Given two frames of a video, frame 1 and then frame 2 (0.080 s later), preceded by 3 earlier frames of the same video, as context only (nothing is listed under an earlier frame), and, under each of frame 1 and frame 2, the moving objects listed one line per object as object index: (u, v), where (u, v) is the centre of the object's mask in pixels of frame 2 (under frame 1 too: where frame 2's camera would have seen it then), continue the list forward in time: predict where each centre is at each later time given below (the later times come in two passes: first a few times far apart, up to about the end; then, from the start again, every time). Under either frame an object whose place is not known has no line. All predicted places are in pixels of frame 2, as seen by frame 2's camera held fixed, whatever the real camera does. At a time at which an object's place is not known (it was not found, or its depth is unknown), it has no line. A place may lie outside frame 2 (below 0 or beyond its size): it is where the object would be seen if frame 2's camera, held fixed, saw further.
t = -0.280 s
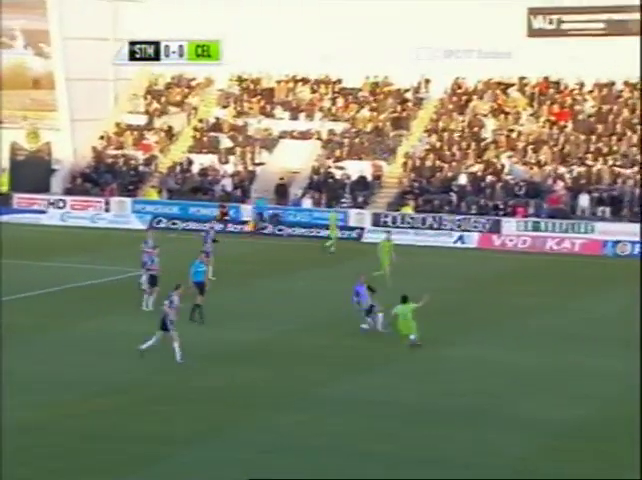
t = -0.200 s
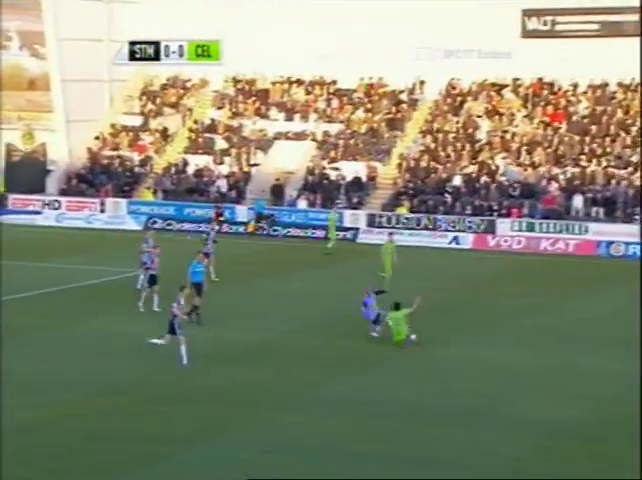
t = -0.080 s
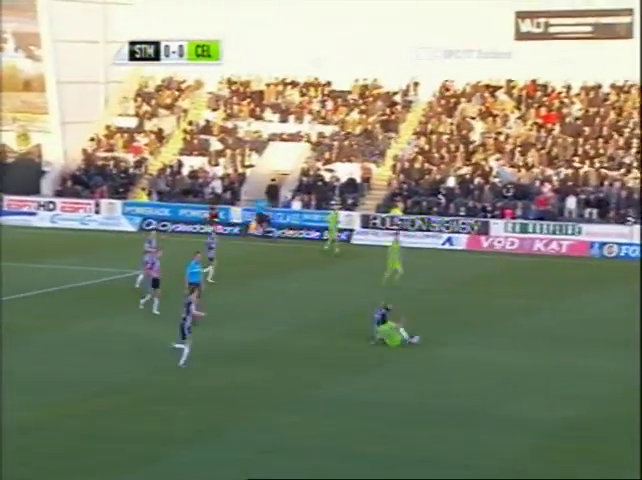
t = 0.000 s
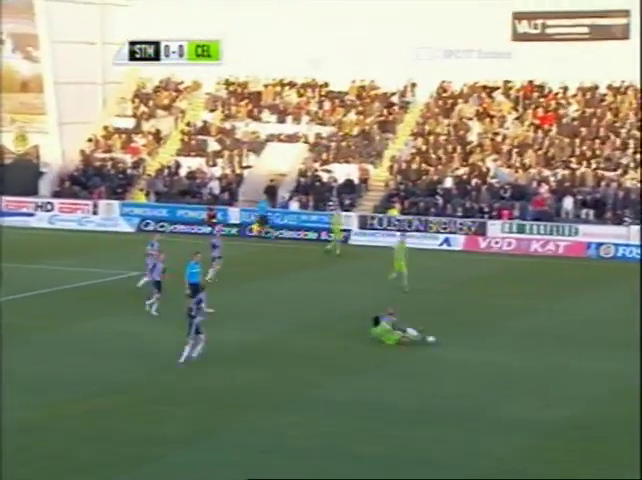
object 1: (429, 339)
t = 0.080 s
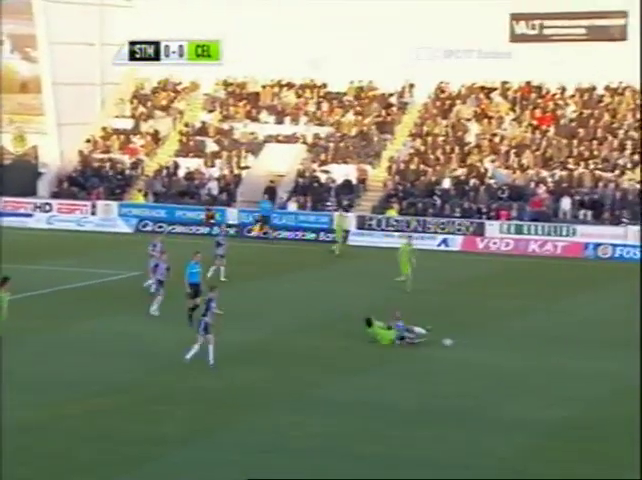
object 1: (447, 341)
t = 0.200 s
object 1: (473, 344)
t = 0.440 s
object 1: (519, 349)
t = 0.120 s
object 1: (456, 343)
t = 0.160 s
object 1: (465, 343)
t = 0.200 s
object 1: (473, 344)
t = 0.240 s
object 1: (480, 345)
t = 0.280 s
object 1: (489, 346)
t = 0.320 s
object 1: (497, 346)
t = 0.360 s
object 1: (505, 347)
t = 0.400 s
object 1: (512, 349)
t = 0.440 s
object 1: (519, 349)
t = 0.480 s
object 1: (526, 349)
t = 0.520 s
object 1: (533, 350)
